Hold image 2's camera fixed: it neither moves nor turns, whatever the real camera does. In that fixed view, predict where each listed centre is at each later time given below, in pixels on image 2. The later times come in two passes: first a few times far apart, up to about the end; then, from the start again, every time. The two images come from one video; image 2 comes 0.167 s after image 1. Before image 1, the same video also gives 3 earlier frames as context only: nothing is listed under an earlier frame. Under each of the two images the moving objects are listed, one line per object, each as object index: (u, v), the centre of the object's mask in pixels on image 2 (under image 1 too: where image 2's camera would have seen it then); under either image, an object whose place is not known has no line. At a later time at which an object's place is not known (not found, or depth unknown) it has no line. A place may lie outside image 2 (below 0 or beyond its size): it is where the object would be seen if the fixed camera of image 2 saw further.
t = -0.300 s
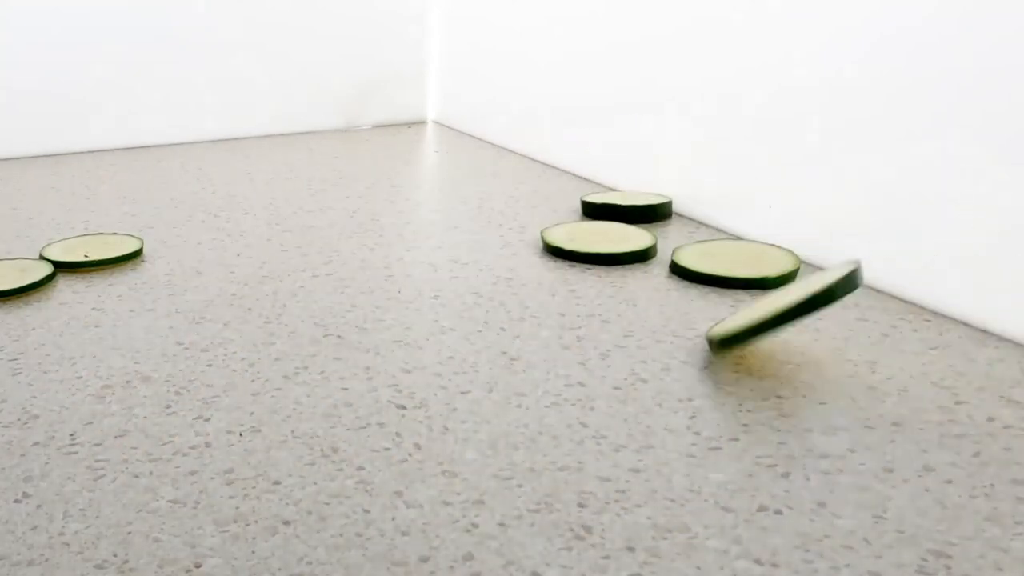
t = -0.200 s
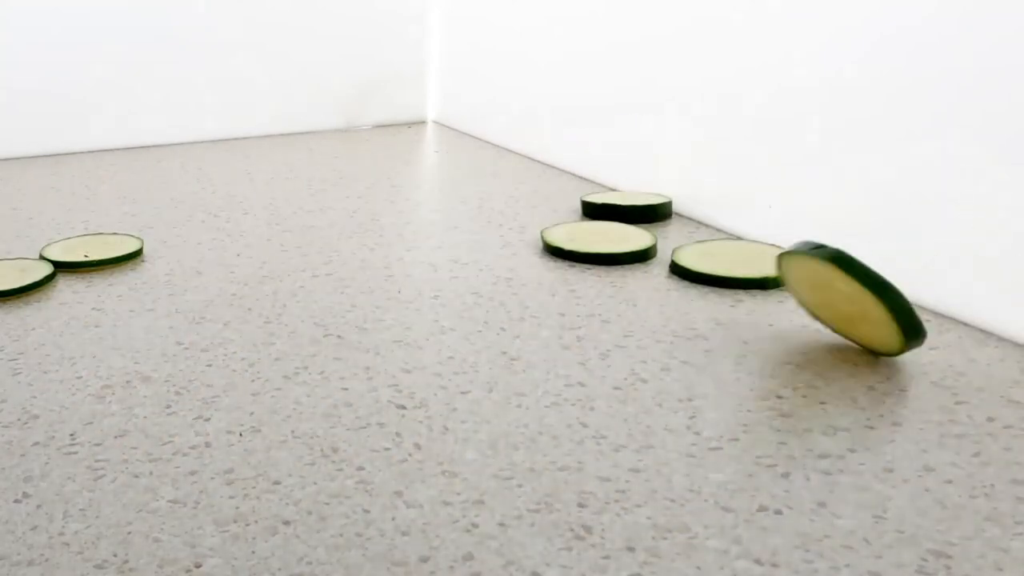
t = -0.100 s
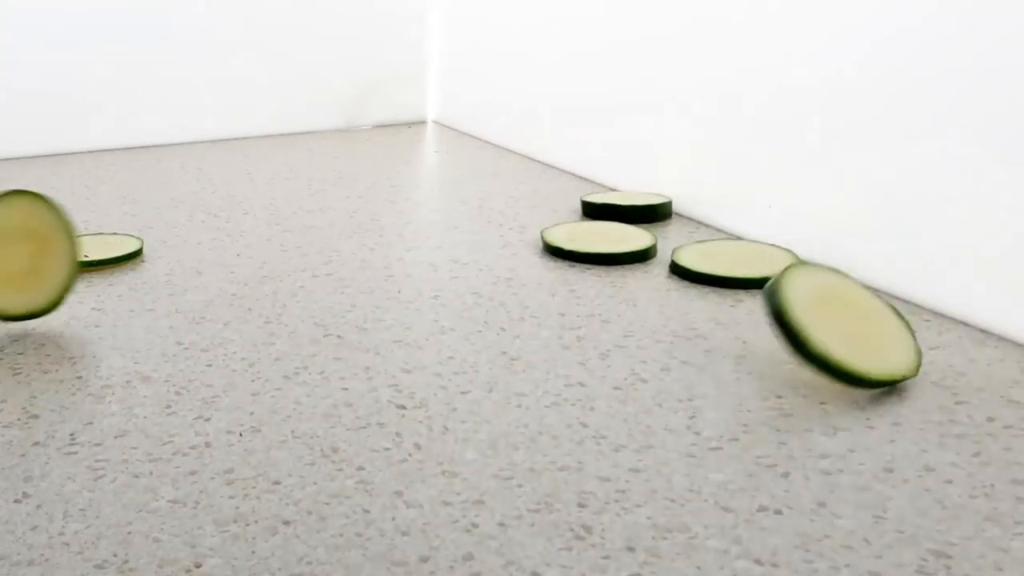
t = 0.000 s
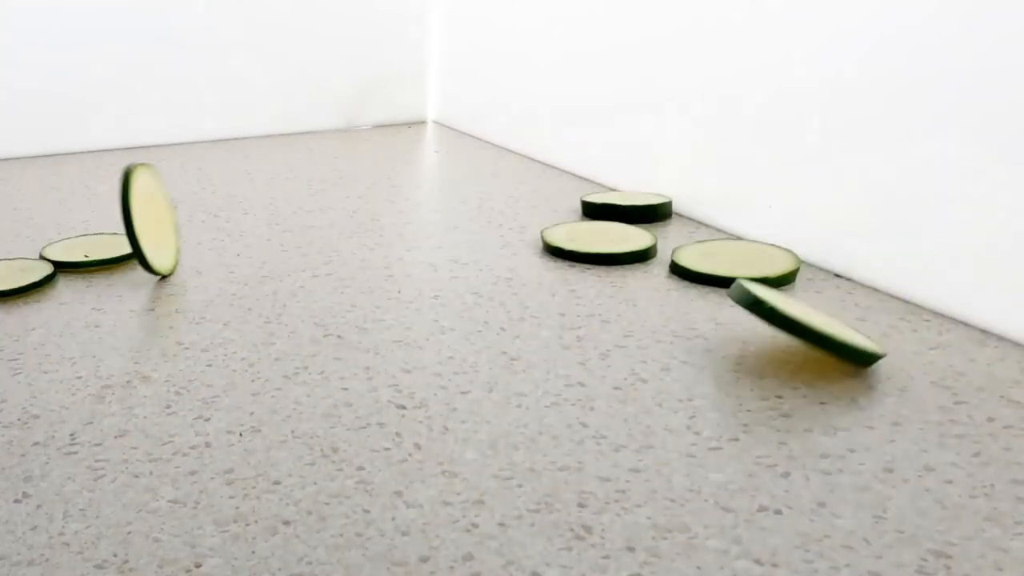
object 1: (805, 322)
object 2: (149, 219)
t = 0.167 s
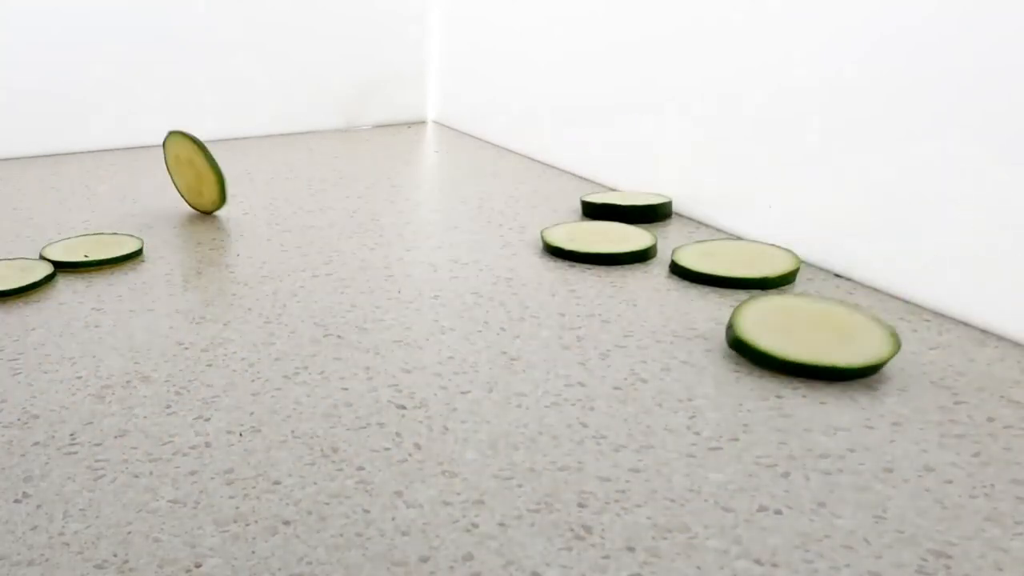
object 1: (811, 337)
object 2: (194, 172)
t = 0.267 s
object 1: (812, 347)
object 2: (150, 170)
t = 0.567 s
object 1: (812, 348)
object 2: (238, 185)
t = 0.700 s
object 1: (812, 348)
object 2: (291, 154)
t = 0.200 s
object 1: (813, 337)
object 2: (181, 165)
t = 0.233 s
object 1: (813, 343)
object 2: (167, 169)
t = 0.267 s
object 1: (812, 347)
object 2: (150, 170)
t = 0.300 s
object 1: (812, 348)
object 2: (123, 169)
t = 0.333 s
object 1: (812, 348)
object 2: (95, 161)
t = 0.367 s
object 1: (812, 348)
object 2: (69, 161)
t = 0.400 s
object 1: (812, 348)
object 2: (46, 162)
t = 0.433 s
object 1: (812, 348)
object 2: (90, 206)
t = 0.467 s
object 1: (812, 348)
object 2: (139, 225)
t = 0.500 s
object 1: (812, 348)
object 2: (179, 207)
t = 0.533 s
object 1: (812, 348)
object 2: (214, 203)
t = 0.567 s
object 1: (812, 348)
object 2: (238, 185)
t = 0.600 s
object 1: (812, 348)
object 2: (258, 175)
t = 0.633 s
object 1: (812, 348)
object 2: (272, 169)
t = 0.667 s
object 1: (812, 348)
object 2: (286, 166)
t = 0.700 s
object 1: (812, 348)
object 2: (291, 154)
